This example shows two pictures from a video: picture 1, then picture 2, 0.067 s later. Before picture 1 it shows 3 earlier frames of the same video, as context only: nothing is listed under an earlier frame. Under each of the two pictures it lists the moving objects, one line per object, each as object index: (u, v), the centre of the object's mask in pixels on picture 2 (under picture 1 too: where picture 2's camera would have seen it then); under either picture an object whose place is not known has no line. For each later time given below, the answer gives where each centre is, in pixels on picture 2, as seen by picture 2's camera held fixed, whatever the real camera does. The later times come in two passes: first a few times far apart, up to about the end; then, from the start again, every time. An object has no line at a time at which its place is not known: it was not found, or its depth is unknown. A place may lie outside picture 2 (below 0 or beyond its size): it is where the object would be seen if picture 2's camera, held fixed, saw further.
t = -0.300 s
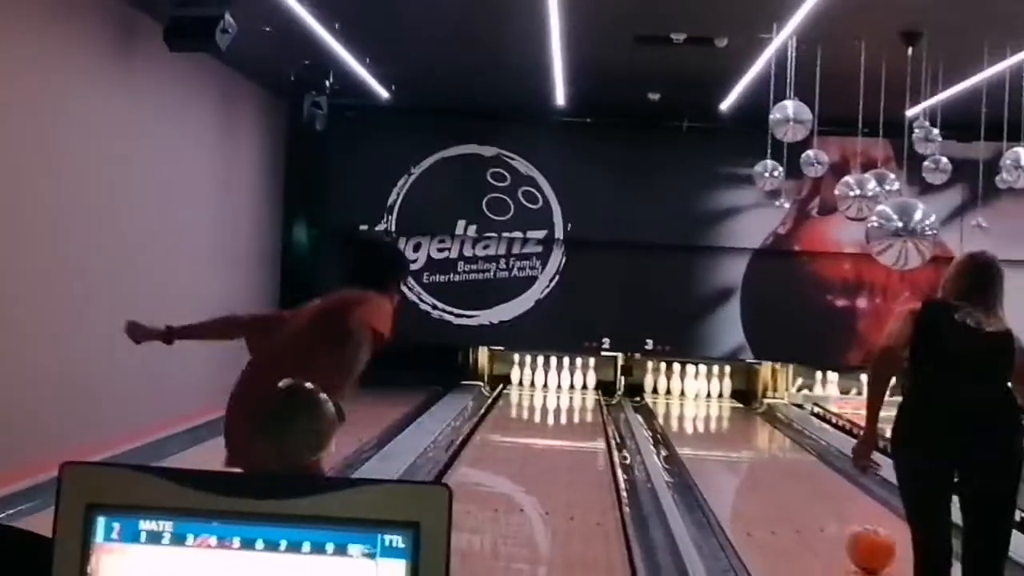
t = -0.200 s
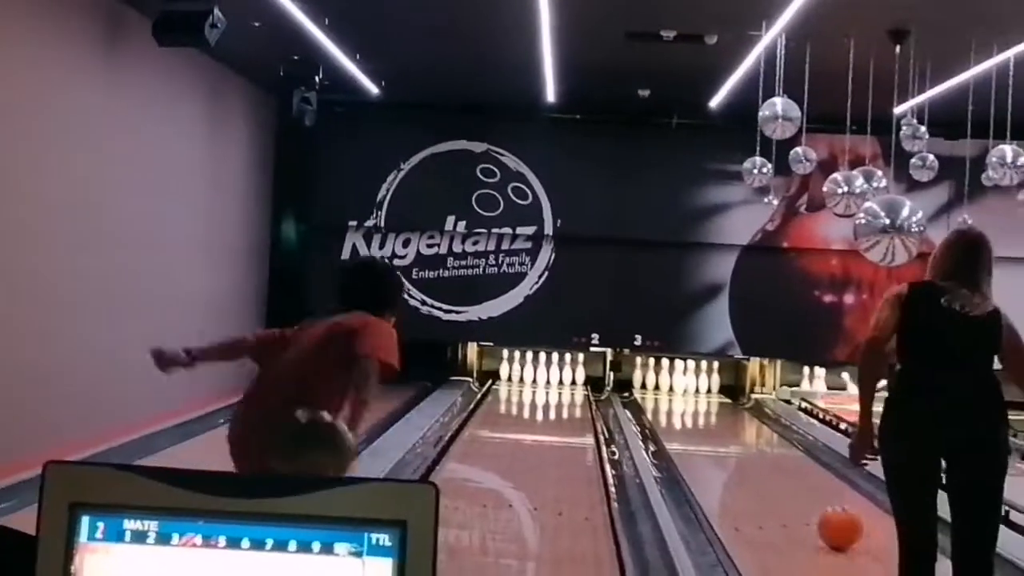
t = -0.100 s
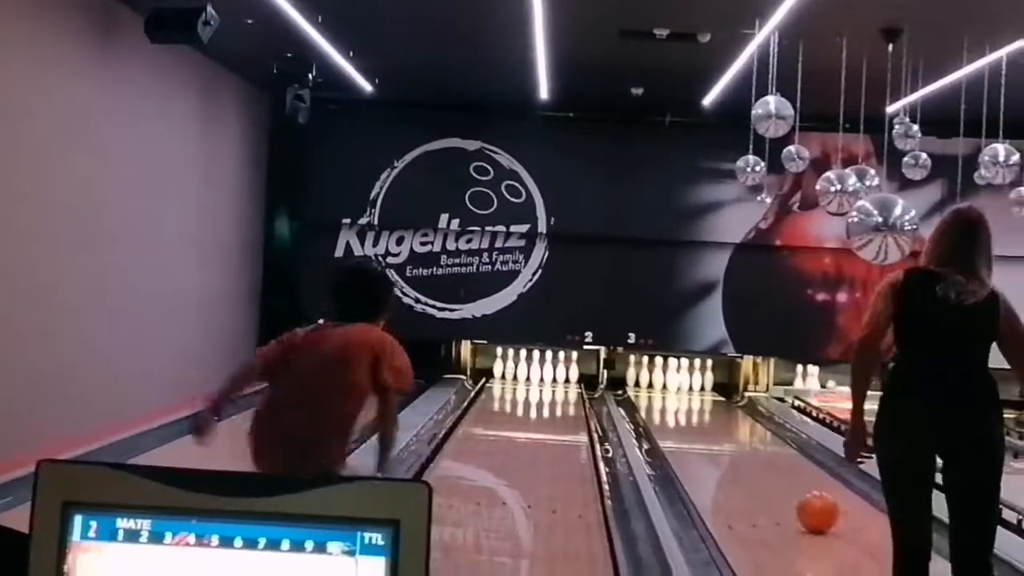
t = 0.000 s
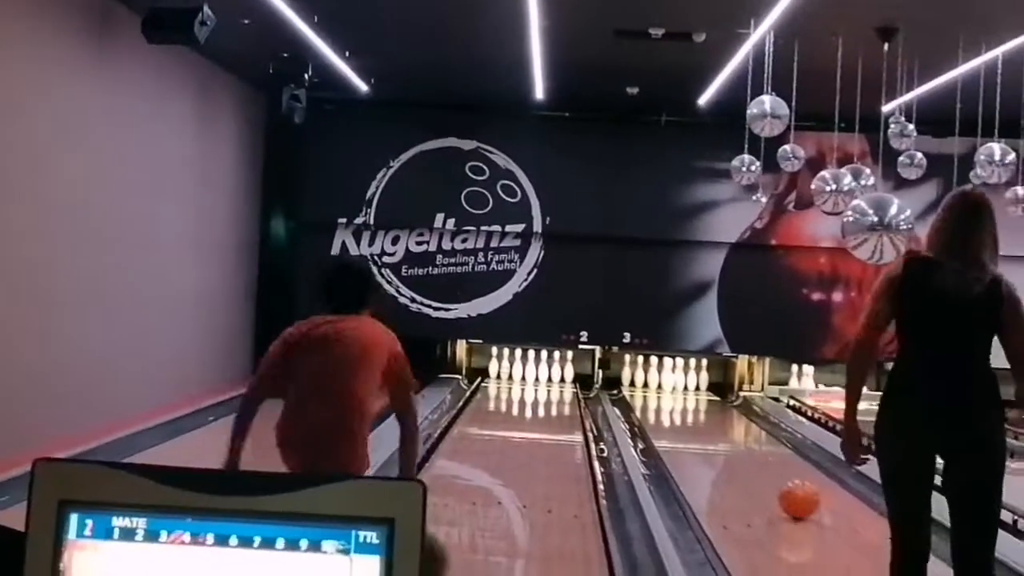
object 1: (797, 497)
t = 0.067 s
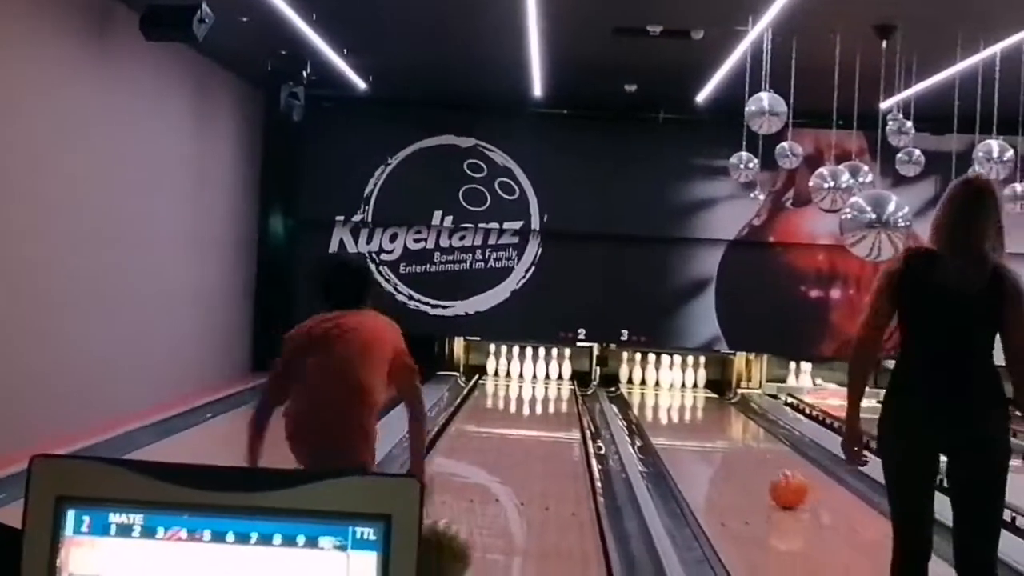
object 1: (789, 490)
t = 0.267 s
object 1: (767, 471)
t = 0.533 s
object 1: (743, 452)
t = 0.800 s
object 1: (724, 437)
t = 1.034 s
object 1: (711, 426)
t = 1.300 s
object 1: (695, 417)
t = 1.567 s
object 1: (684, 406)
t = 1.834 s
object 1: (674, 398)
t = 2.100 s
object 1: (664, 390)
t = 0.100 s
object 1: (784, 485)
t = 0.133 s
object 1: (780, 482)
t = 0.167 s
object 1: (777, 479)
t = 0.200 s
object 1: (774, 476)
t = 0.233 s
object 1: (770, 473)
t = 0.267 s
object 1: (767, 471)
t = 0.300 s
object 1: (765, 468)
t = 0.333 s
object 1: (760, 467)
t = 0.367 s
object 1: (758, 462)
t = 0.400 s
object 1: (753, 460)
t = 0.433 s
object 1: (750, 459)
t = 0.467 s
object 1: (748, 457)
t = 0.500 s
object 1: (746, 455)
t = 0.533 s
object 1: (743, 452)
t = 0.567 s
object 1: (740, 450)
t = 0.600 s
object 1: (738, 449)
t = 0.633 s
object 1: (736, 448)
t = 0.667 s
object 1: (733, 445)
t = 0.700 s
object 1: (730, 445)
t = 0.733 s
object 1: (728, 440)
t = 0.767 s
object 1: (726, 437)
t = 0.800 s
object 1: (724, 437)
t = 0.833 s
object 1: (722, 435)
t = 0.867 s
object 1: (720, 433)
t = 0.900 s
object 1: (718, 431)
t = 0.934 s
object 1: (716, 429)
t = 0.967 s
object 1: (714, 428)
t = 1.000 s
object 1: (712, 427)
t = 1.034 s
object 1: (711, 426)
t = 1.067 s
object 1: (707, 424)
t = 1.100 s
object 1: (707, 423)
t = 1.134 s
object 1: (706, 422)
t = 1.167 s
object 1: (705, 421)
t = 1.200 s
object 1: (703, 420)
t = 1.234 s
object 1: (700, 418)
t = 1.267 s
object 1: (697, 417)
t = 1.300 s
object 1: (695, 417)
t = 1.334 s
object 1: (695, 415)
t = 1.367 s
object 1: (692, 413)
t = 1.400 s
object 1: (692, 413)
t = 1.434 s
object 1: (690, 412)
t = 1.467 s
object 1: (688, 410)
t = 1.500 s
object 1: (686, 409)
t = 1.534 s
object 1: (685, 408)
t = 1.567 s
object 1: (684, 406)
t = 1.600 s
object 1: (683, 405)
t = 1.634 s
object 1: (681, 404)
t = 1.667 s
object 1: (679, 403)
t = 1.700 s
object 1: (678, 402)
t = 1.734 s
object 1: (676, 401)
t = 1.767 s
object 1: (676, 400)
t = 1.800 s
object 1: (674, 399)
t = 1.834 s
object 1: (674, 398)
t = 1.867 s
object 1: (673, 397)
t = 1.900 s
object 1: (671, 396)
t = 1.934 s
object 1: (670, 395)
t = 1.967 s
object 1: (669, 394)
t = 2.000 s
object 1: (667, 393)
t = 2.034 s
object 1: (667, 392)
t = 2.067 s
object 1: (665, 391)
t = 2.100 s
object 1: (664, 390)
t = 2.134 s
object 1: (663, 389)
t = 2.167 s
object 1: (662, 389)
